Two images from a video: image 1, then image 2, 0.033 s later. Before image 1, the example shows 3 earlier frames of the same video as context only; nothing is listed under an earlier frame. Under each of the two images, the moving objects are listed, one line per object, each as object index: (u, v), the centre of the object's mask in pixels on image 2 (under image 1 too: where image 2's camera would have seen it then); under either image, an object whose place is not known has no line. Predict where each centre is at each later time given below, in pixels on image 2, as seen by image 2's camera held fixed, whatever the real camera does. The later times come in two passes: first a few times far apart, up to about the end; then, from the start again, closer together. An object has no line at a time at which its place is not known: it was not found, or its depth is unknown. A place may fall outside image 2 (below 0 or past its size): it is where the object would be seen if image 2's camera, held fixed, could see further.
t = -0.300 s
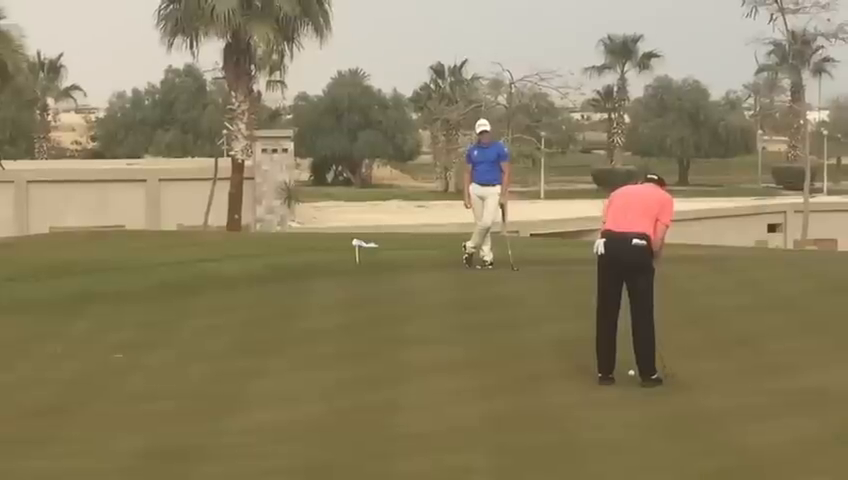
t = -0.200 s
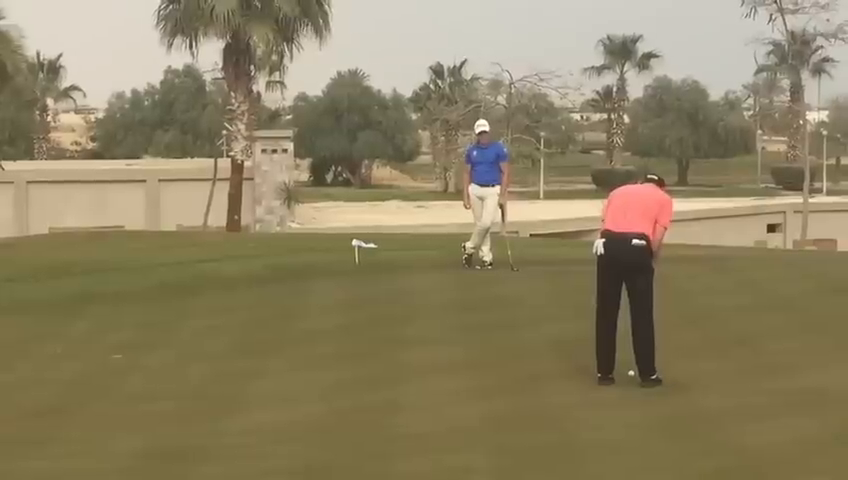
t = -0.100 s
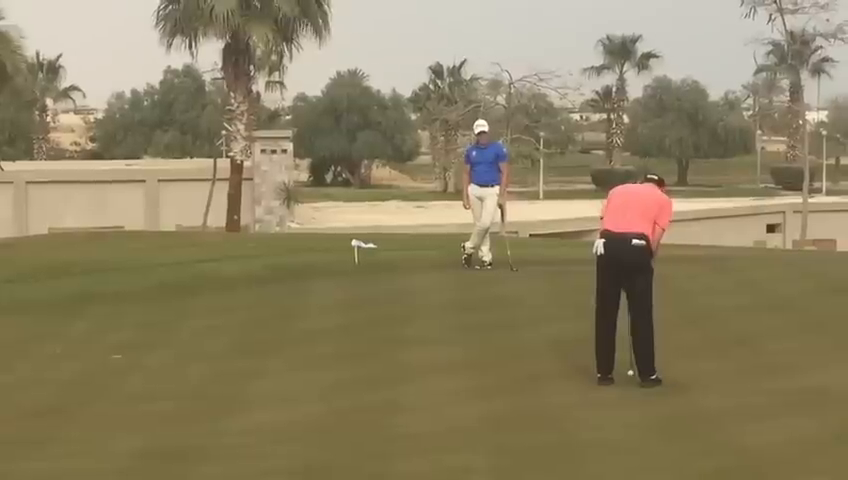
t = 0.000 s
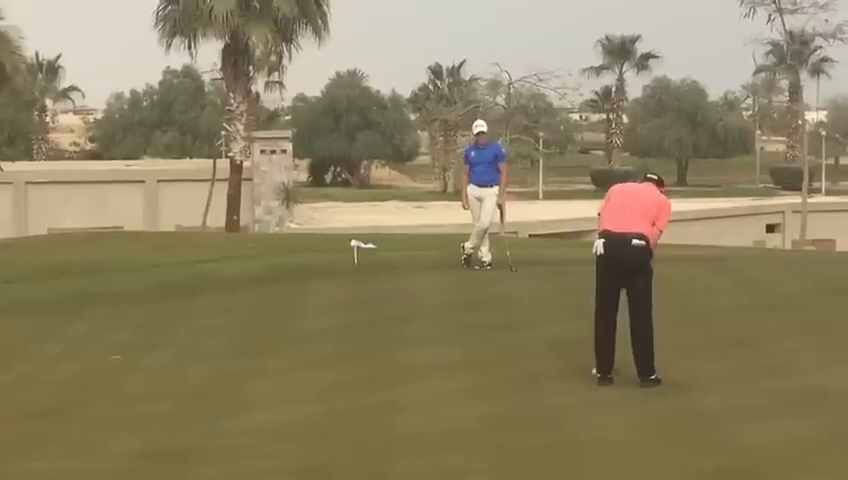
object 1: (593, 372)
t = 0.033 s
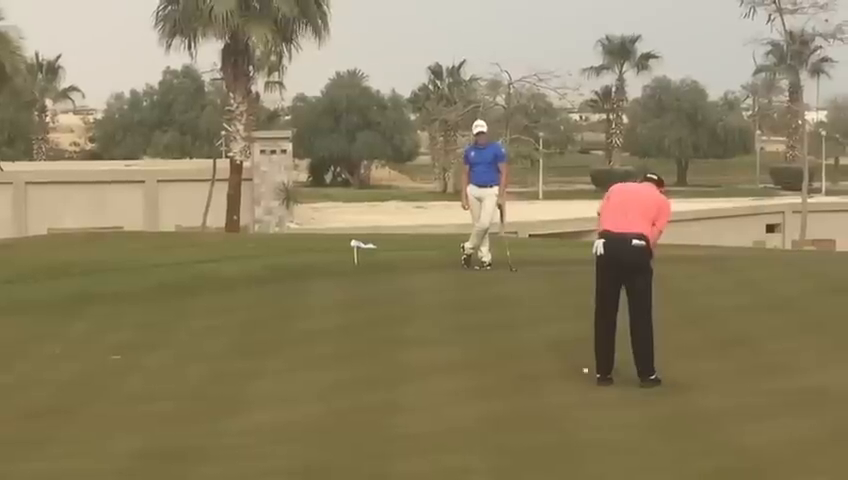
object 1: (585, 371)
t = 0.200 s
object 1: (544, 369)
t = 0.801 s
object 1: (418, 362)
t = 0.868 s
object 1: (406, 362)
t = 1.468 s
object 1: (311, 357)
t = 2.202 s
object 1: (222, 355)
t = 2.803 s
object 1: (168, 354)
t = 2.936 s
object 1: (159, 354)
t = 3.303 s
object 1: (138, 353)
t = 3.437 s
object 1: (132, 353)
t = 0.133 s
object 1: (560, 371)
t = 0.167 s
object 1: (551, 369)
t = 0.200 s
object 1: (544, 369)
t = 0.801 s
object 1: (418, 362)
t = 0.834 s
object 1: (412, 362)
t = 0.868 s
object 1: (406, 362)
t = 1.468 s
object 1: (311, 357)
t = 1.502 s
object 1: (307, 357)
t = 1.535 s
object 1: (303, 357)
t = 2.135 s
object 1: (229, 355)
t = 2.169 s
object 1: (226, 355)
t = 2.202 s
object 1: (222, 355)
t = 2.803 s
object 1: (168, 354)
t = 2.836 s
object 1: (166, 354)
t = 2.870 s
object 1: (163, 354)
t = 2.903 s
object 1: (161, 354)
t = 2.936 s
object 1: (159, 354)
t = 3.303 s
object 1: (138, 353)
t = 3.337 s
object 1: (136, 353)
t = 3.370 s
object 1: (134, 353)
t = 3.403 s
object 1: (133, 353)
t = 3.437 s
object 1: (132, 353)
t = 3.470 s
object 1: (130, 354)
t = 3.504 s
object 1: (129, 353)
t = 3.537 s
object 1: (128, 354)
